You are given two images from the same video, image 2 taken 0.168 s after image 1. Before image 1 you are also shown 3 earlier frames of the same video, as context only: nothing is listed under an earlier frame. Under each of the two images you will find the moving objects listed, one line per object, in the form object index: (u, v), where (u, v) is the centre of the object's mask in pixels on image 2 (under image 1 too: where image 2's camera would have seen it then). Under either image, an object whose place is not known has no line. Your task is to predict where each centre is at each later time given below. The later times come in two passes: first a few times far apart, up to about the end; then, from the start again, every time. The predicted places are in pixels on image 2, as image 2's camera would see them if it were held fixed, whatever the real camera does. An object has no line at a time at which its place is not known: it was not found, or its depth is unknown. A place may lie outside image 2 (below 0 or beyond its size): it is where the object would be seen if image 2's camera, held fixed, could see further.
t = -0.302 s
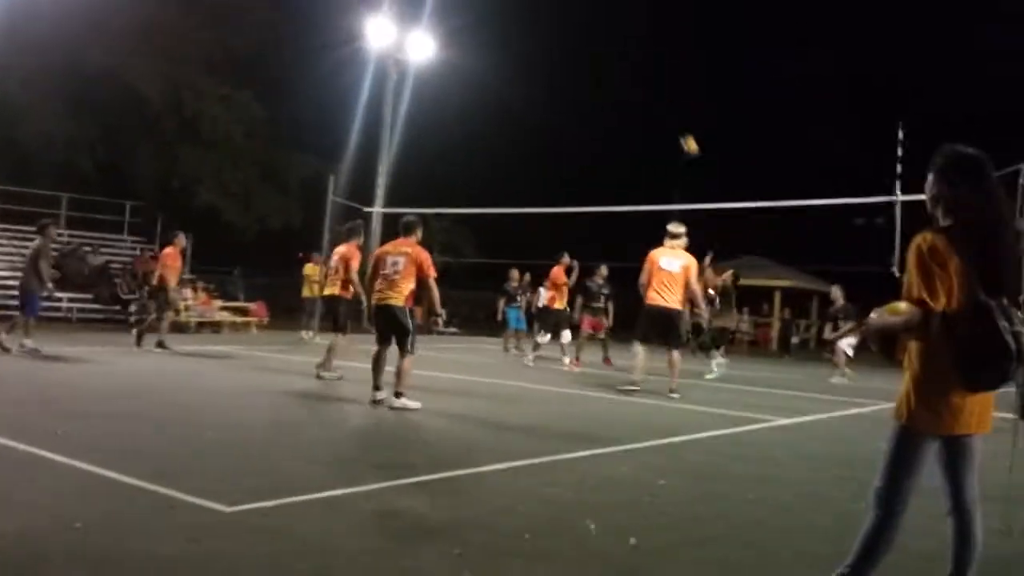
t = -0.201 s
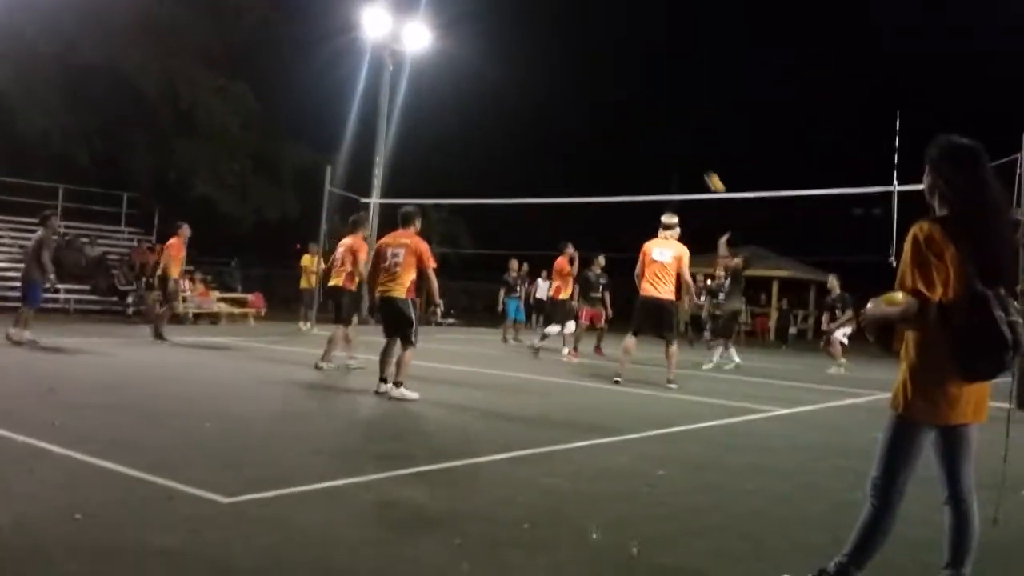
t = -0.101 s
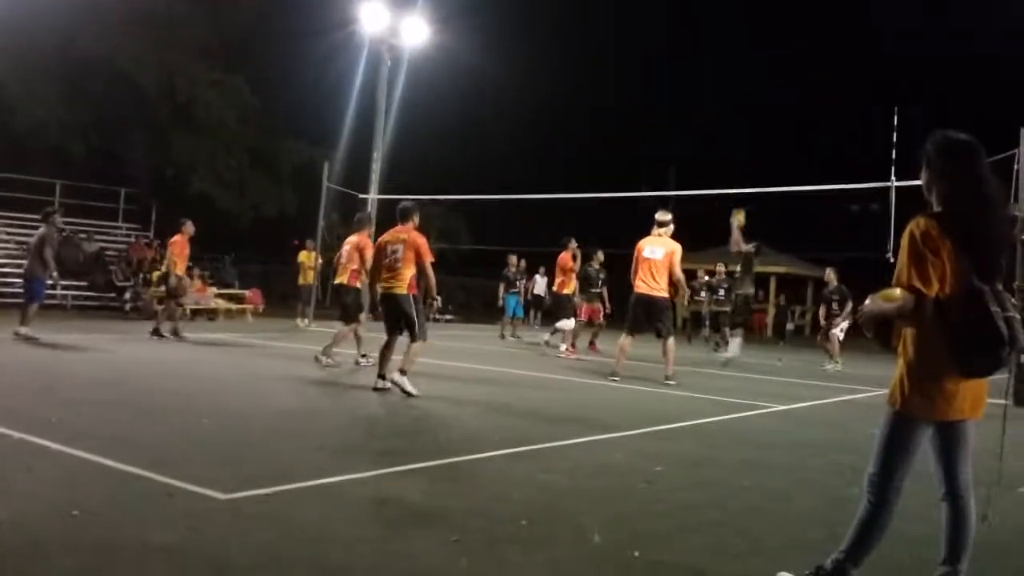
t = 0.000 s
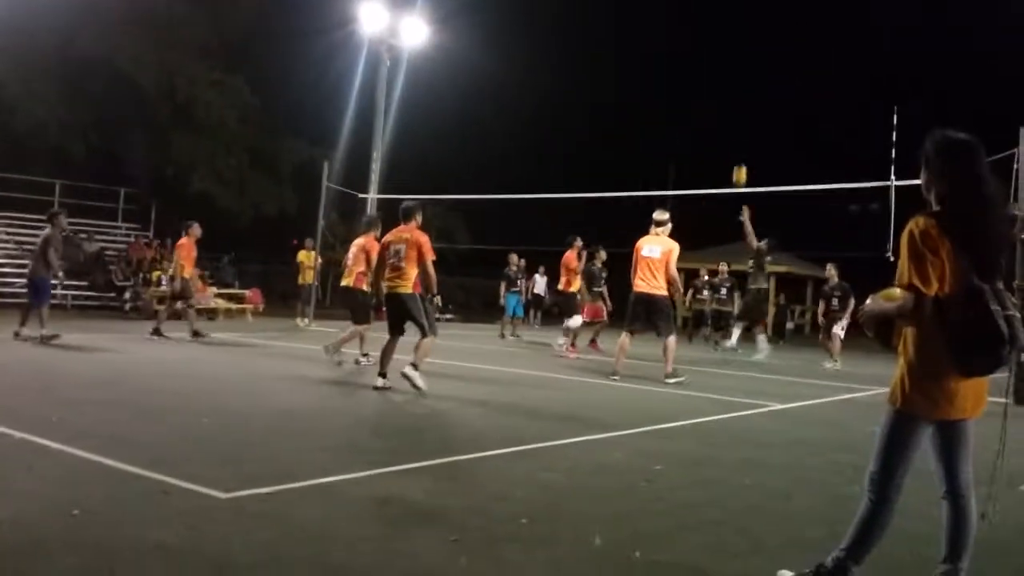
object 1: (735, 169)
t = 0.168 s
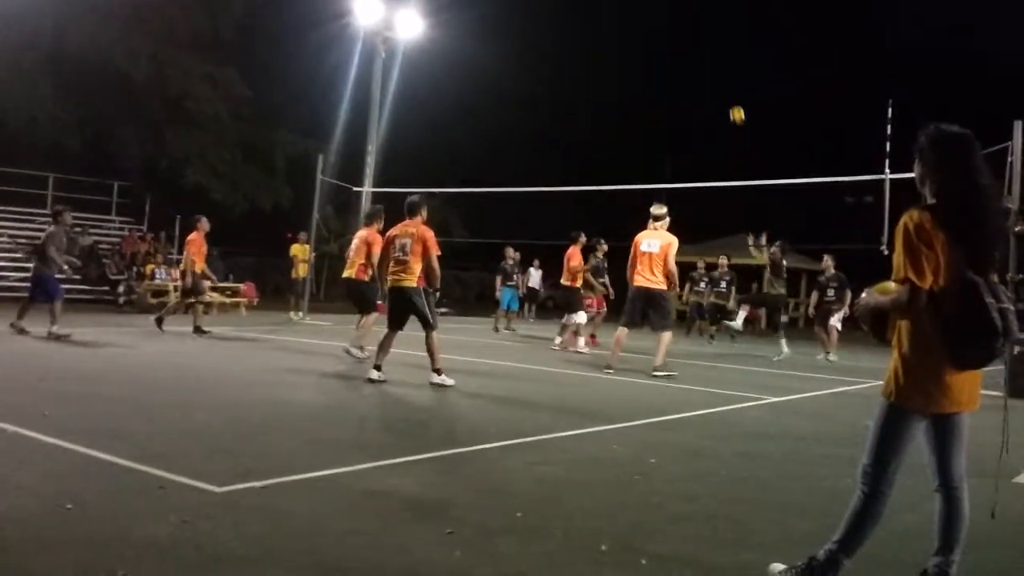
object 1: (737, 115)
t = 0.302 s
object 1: (739, 87)
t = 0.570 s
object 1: (741, 64)
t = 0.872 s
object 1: (742, 88)
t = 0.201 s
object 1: (737, 107)
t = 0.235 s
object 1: (738, 99)
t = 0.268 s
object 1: (738, 92)
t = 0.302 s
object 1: (739, 87)
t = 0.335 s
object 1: (739, 81)
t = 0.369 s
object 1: (739, 77)
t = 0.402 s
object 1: (740, 73)
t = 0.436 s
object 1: (740, 70)
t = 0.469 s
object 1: (740, 68)
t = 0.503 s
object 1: (741, 66)
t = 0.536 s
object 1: (741, 65)
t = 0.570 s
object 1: (741, 64)
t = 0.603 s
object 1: (741, 64)
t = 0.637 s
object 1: (741, 65)
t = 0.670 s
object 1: (742, 67)
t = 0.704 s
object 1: (741, 69)
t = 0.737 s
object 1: (741, 71)
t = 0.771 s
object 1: (742, 75)
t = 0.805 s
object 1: (742, 79)
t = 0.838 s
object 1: (742, 83)
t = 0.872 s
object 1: (742, 88)
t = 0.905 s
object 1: (742, 94)
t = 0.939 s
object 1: (742, 100)
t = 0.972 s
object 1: (742, 106)
